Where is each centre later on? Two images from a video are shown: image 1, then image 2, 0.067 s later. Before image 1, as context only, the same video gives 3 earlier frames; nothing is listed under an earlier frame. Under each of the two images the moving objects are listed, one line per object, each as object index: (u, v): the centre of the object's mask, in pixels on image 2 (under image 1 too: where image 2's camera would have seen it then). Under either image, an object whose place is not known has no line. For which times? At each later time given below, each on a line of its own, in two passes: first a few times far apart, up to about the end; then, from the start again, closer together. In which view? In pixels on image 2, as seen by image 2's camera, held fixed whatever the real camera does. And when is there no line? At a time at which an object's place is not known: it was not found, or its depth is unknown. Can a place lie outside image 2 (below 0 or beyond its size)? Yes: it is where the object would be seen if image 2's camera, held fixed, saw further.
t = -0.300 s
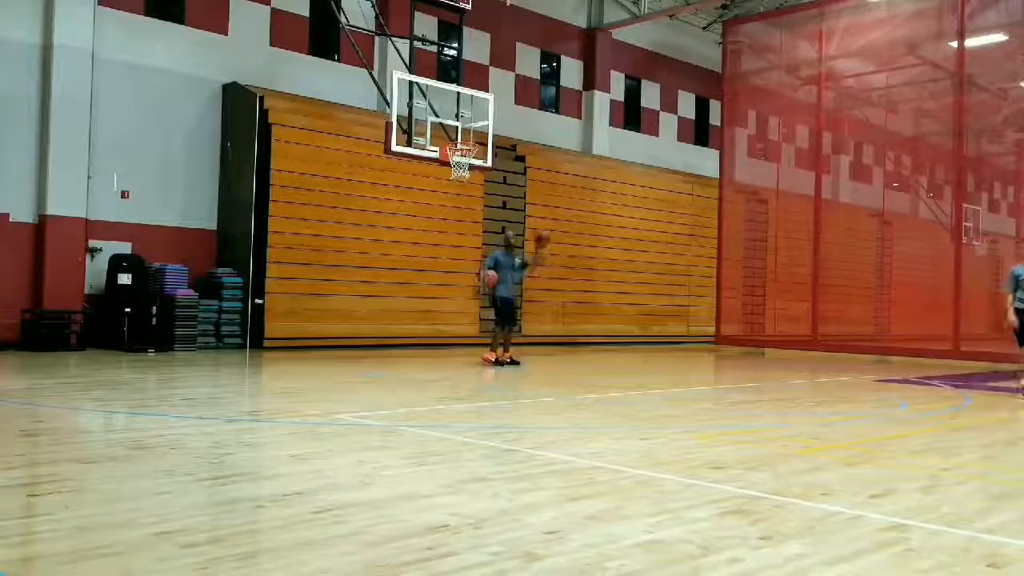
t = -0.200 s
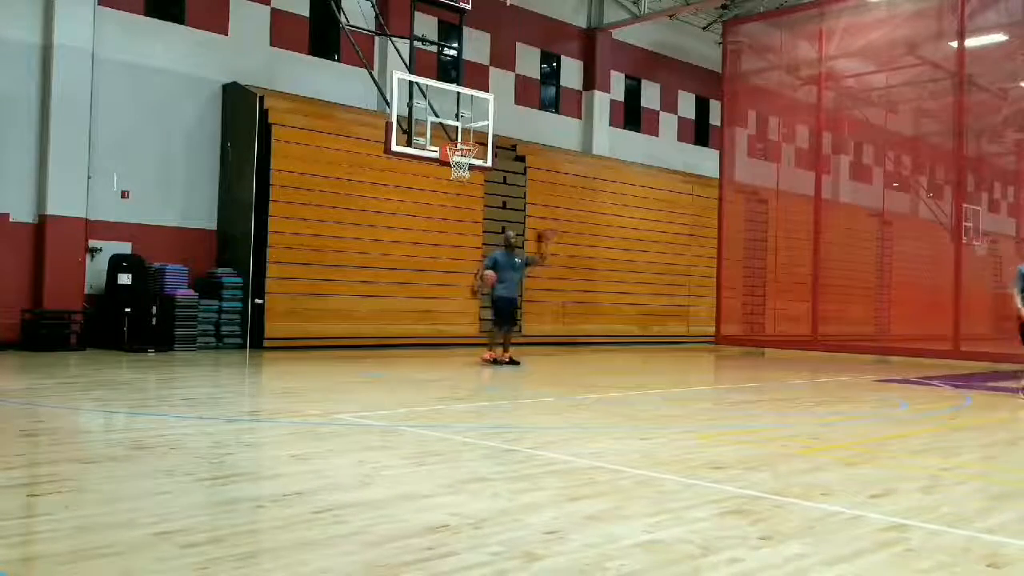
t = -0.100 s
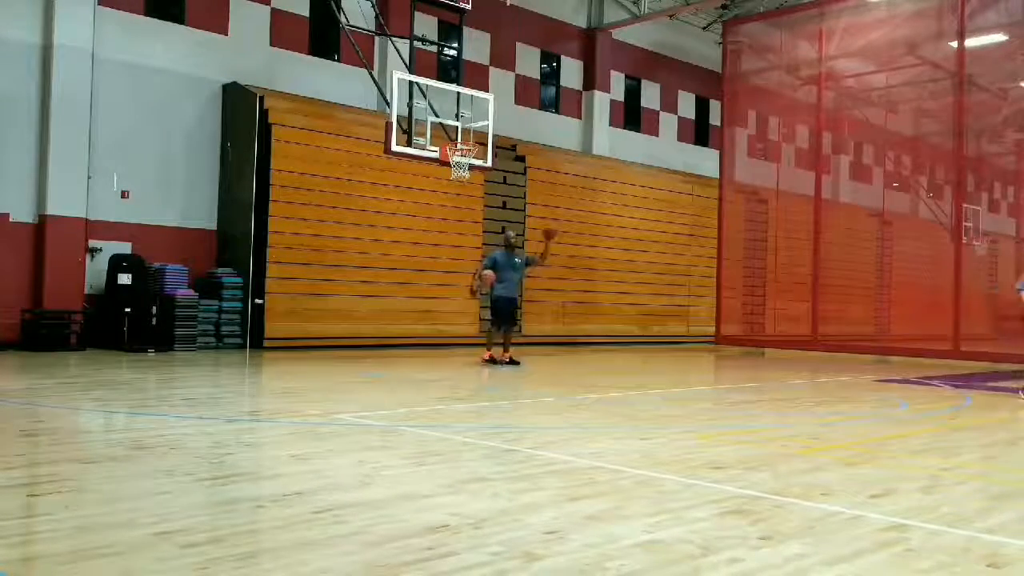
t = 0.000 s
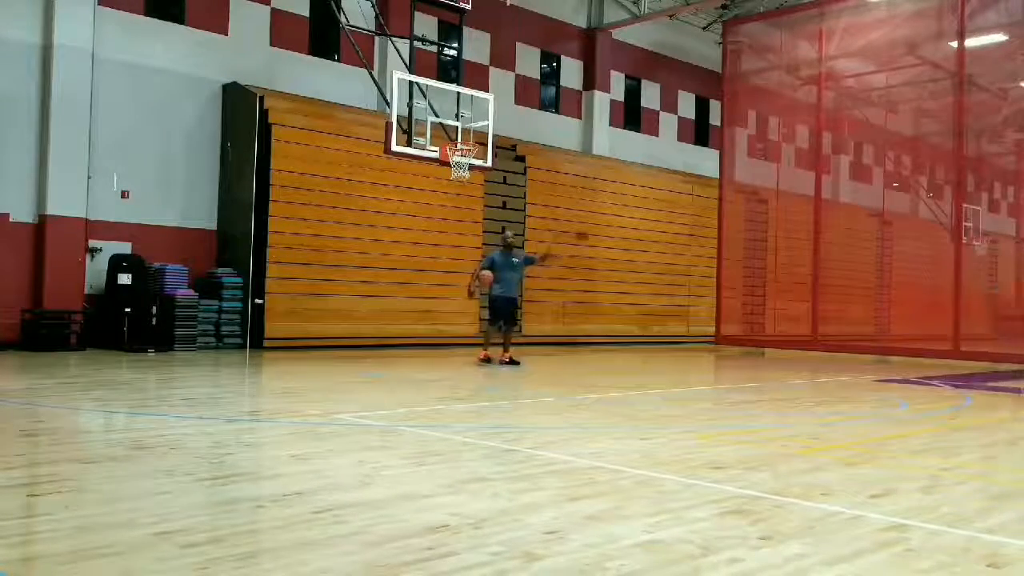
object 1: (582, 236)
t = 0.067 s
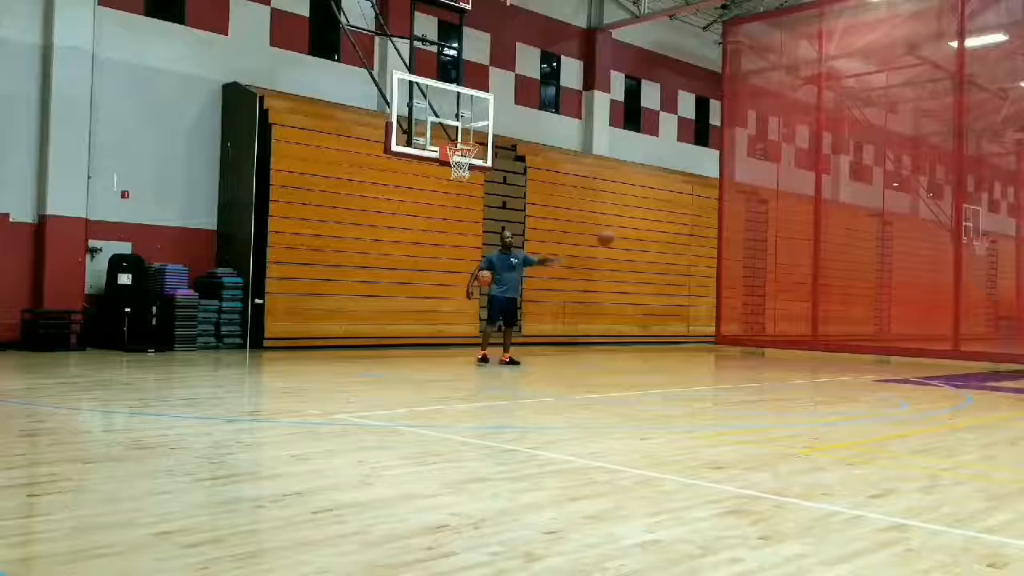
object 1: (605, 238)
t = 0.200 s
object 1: (655, 264)
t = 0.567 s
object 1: (812, 363)
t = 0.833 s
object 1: (888, 297)
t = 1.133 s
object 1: (983, 308)
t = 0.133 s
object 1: (630, 249)
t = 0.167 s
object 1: (643, 256)
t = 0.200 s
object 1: (655, 264)
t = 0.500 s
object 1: (794, 385)
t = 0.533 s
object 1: (804, 374)
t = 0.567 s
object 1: (812, 363)
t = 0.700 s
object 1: (855, 320)
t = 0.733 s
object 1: (859, 316)
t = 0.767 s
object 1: (868, 308)
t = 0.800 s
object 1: (881, 299)
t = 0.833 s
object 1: (888, 297)
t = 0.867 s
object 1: (898, 295)
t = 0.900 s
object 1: (908, 293)
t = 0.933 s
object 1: (920, 291)
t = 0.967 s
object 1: (930, 292)
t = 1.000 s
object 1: (938, 292)
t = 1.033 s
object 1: (951, 294)
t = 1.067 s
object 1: (961, 296)
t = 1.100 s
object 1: (971, 300)
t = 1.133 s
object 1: (983, 308)
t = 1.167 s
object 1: (993, 313)
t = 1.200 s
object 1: (1005, 321)
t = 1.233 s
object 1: (1014, 327)
